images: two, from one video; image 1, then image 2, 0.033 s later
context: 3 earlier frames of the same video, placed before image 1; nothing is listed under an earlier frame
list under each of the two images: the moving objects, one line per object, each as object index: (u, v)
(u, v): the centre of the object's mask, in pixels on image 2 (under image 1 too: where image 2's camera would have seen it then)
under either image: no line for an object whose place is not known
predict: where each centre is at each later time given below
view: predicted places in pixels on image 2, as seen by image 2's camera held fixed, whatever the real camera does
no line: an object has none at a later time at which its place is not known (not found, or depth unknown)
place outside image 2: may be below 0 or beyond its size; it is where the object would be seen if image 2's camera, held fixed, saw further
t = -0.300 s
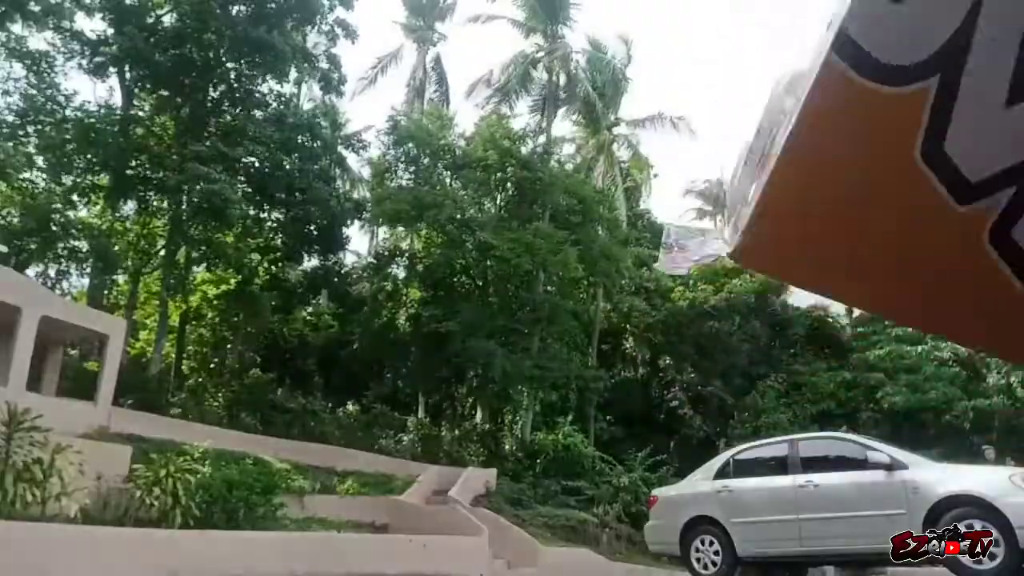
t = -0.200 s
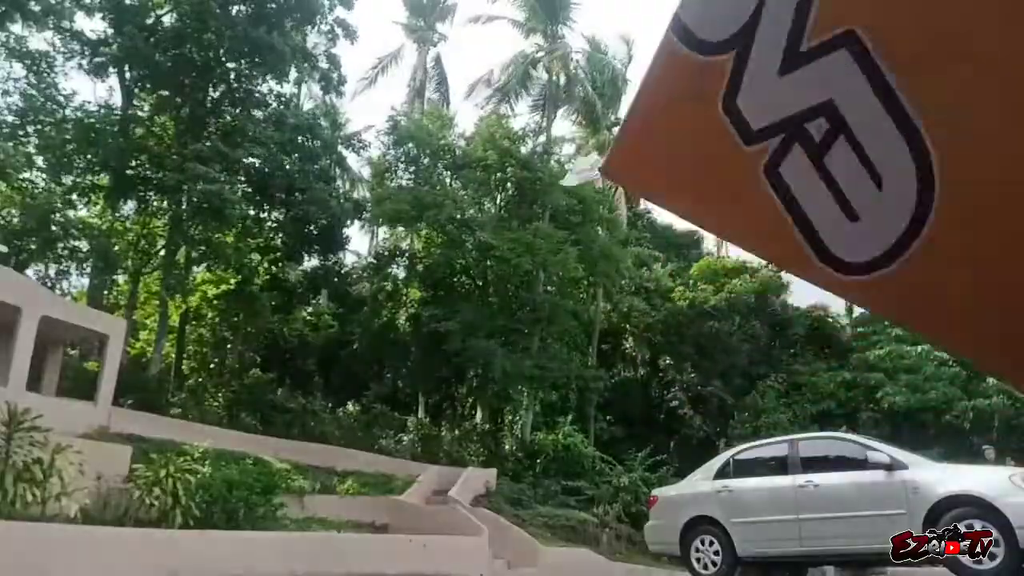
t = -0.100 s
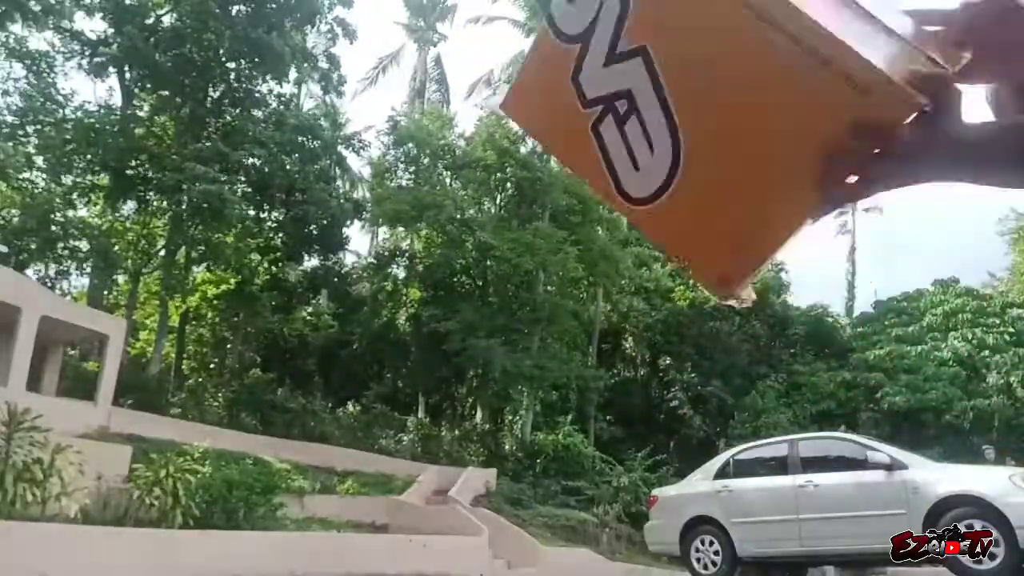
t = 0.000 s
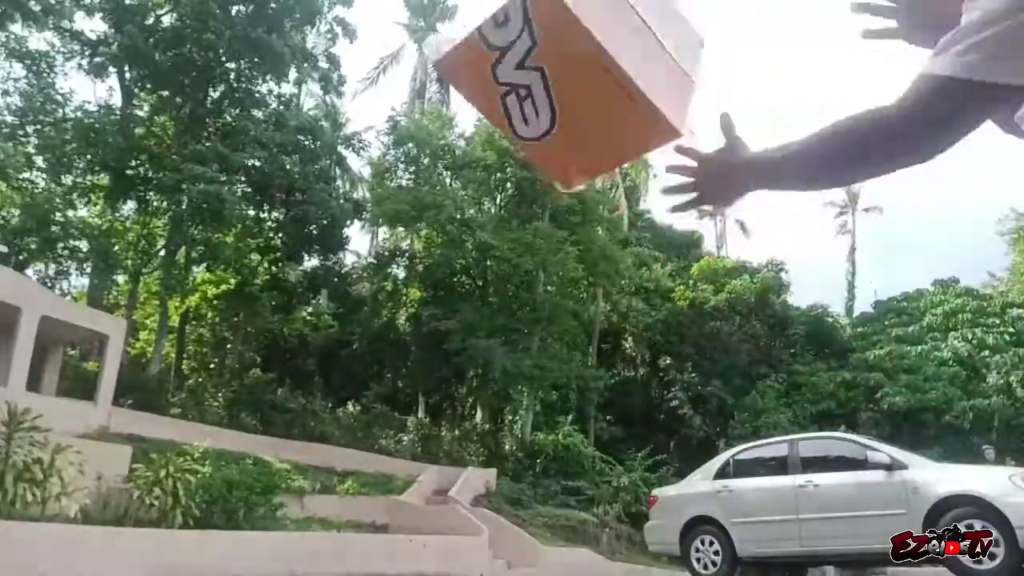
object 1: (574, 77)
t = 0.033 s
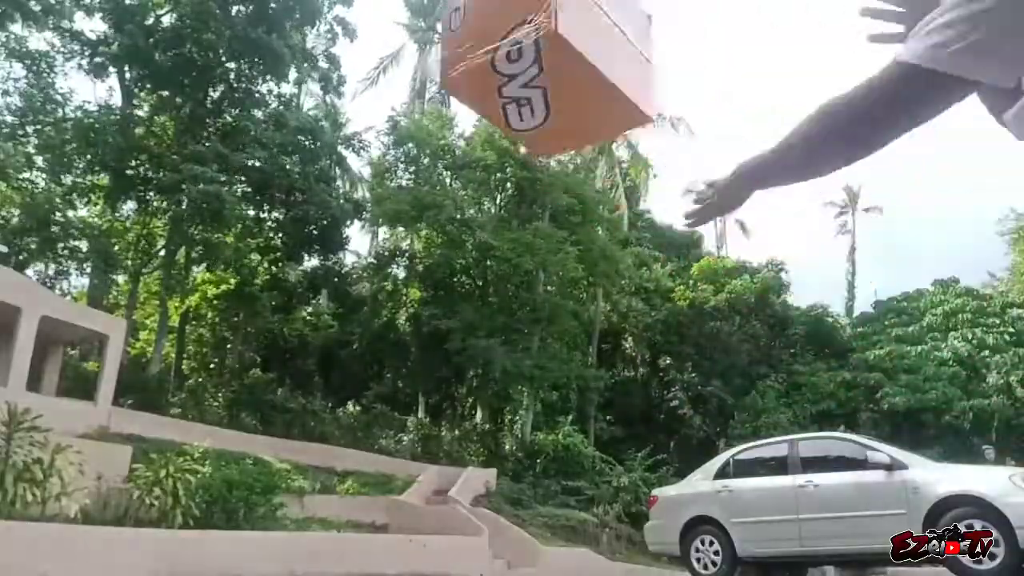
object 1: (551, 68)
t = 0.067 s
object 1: (530, 60)
